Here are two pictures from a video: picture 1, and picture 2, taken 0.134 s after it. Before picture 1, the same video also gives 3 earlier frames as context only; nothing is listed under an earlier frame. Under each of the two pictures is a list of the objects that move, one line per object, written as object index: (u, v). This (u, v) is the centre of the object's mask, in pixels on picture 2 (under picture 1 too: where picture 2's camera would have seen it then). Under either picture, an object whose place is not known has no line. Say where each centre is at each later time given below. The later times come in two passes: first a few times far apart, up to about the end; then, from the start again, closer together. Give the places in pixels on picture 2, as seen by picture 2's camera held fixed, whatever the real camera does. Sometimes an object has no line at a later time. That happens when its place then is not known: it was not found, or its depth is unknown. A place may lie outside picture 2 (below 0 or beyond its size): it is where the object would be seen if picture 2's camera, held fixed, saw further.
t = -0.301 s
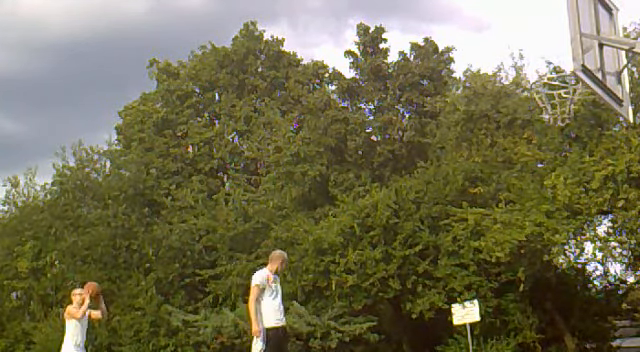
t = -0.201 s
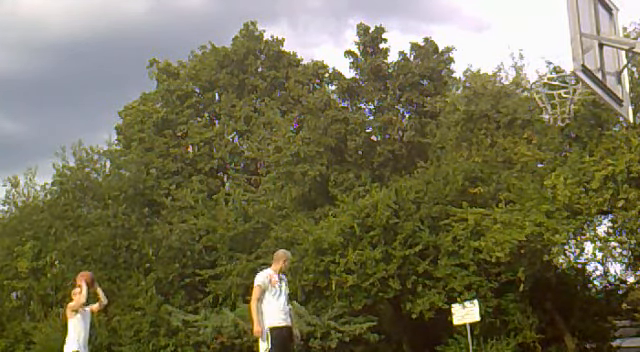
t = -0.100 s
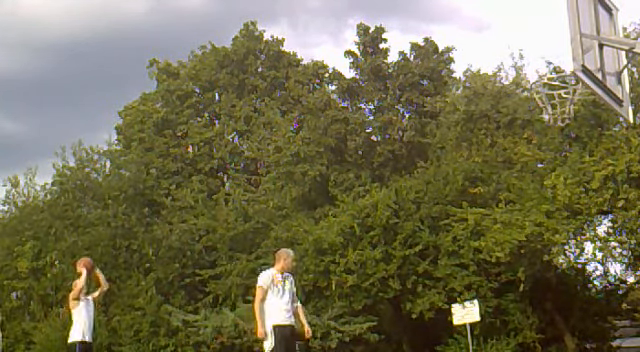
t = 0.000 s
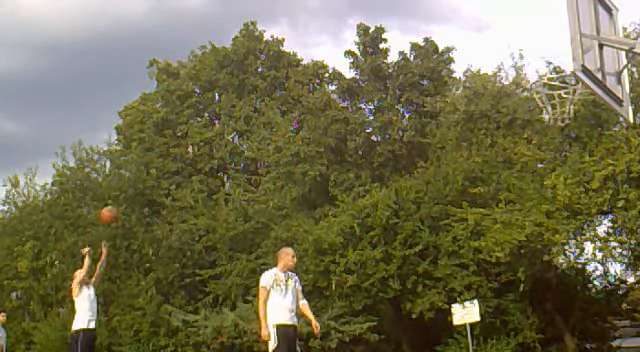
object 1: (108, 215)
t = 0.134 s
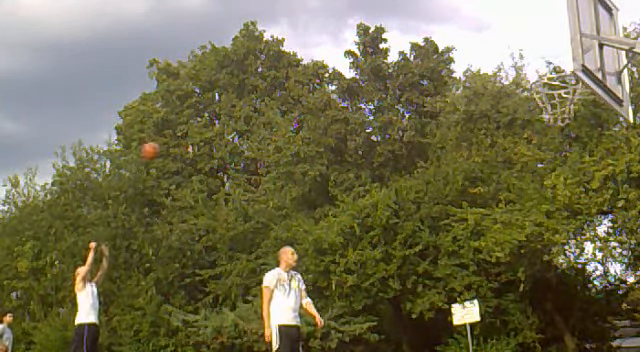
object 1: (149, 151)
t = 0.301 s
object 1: (203, 86)
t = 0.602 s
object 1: (308, 16)
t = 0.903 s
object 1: (430, 12)
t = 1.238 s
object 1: (558, 92)
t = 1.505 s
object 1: (557, 93)
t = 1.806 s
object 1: (564, 115)
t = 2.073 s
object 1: (573, 206)
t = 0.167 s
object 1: (160, 136)
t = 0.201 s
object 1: (170, 122)
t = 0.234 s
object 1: (182, 109)
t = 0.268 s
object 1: (192, 97)
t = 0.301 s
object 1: (203, 86)
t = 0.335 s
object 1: (214, 75)
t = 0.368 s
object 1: (225, 65)
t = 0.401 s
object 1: (236, 55)
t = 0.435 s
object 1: (248, 46)
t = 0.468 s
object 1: (258, 39)
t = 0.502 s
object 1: (271, 32)
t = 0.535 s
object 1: (284, 26)
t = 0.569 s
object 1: (296, 21)
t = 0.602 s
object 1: (308, 16)
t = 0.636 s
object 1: (321, 12)
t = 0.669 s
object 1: (333, 9)
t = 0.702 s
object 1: (346, 8)
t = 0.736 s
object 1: (359, 7)
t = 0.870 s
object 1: (416, 10)
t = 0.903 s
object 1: (430, 12)
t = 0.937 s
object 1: (445, 17)
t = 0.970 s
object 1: (461, 23)
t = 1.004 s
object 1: (477, 29)
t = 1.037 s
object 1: (493, 37)
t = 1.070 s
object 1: (510, 46)
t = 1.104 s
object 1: (527, 56)
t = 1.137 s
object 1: (544, 66)
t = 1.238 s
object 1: (558, 92)
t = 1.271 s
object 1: (549, 93)
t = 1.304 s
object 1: (546, 92)
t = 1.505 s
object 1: (557, 93)
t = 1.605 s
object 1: (564, 99)
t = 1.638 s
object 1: (565, 100)
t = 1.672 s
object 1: (564, 102)
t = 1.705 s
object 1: (563, 107)
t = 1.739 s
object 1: (564, 111)
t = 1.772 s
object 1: (564, 113)
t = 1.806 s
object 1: (564, 115)
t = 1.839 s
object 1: (564, 123)
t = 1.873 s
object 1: (565, 129)
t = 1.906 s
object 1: (566, 137)
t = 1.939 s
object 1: (567, 146)
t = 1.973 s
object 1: (568, 156)
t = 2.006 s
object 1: (569, 167)
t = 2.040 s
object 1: (570, 179)
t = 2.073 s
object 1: (573, 206)
